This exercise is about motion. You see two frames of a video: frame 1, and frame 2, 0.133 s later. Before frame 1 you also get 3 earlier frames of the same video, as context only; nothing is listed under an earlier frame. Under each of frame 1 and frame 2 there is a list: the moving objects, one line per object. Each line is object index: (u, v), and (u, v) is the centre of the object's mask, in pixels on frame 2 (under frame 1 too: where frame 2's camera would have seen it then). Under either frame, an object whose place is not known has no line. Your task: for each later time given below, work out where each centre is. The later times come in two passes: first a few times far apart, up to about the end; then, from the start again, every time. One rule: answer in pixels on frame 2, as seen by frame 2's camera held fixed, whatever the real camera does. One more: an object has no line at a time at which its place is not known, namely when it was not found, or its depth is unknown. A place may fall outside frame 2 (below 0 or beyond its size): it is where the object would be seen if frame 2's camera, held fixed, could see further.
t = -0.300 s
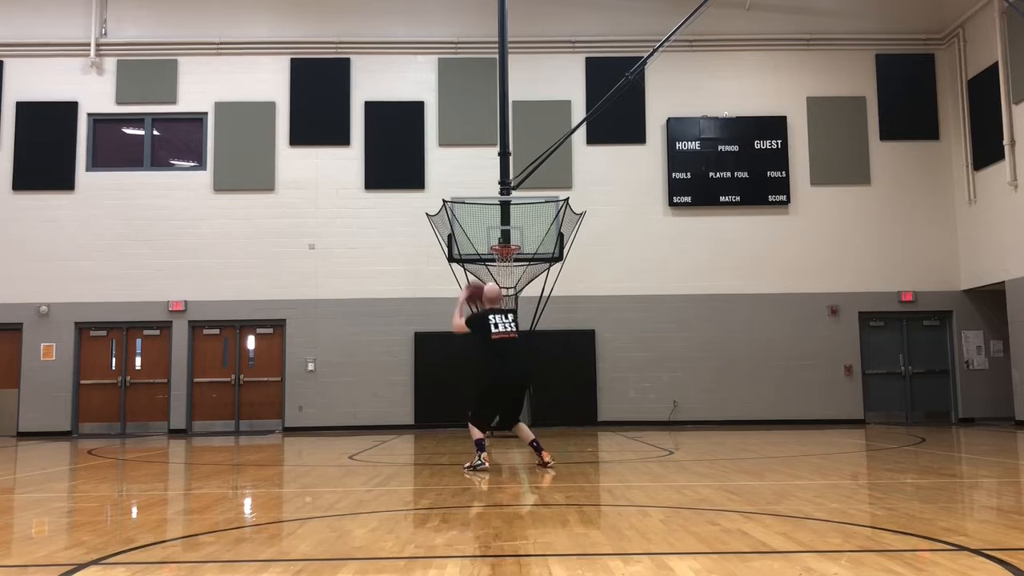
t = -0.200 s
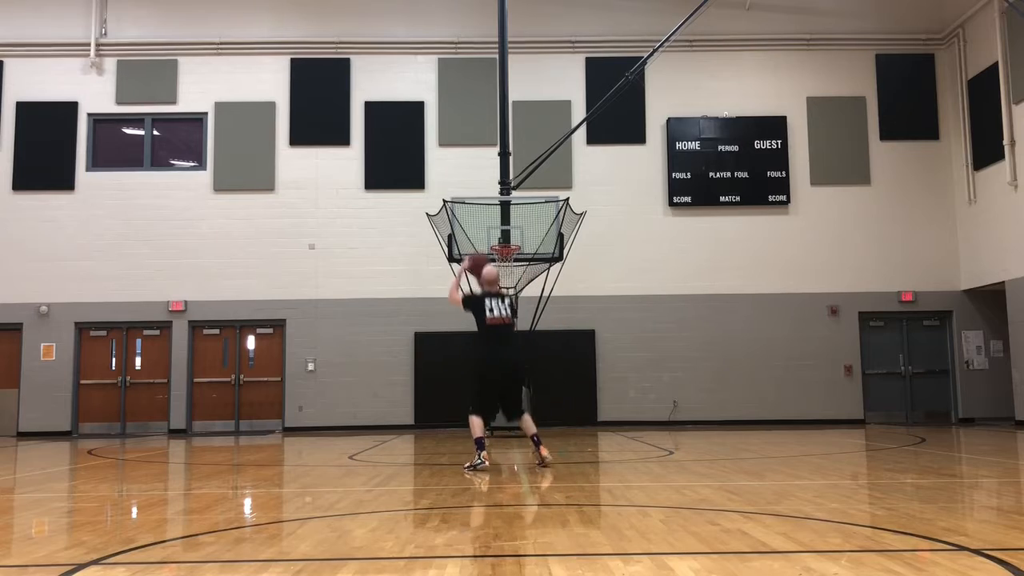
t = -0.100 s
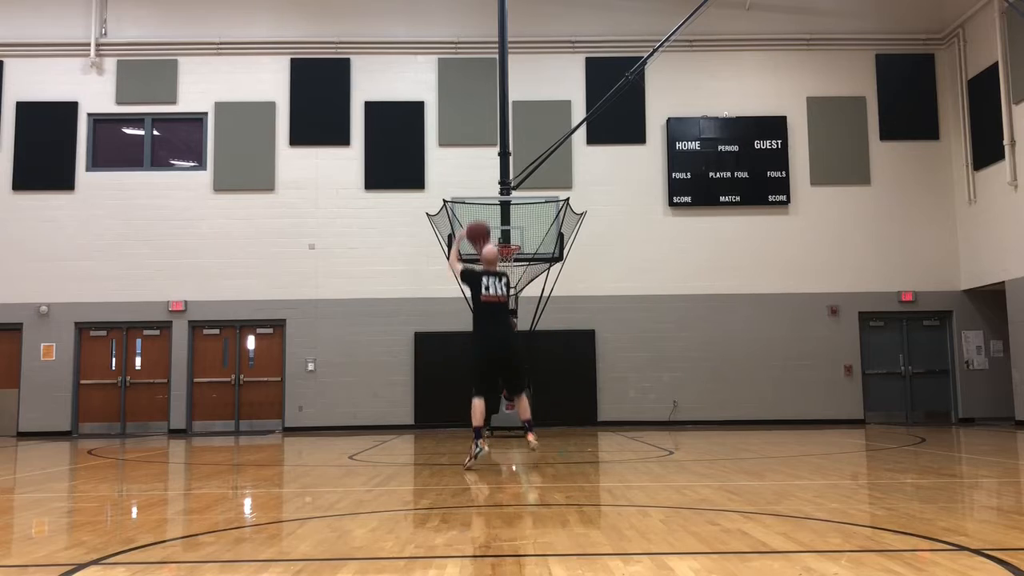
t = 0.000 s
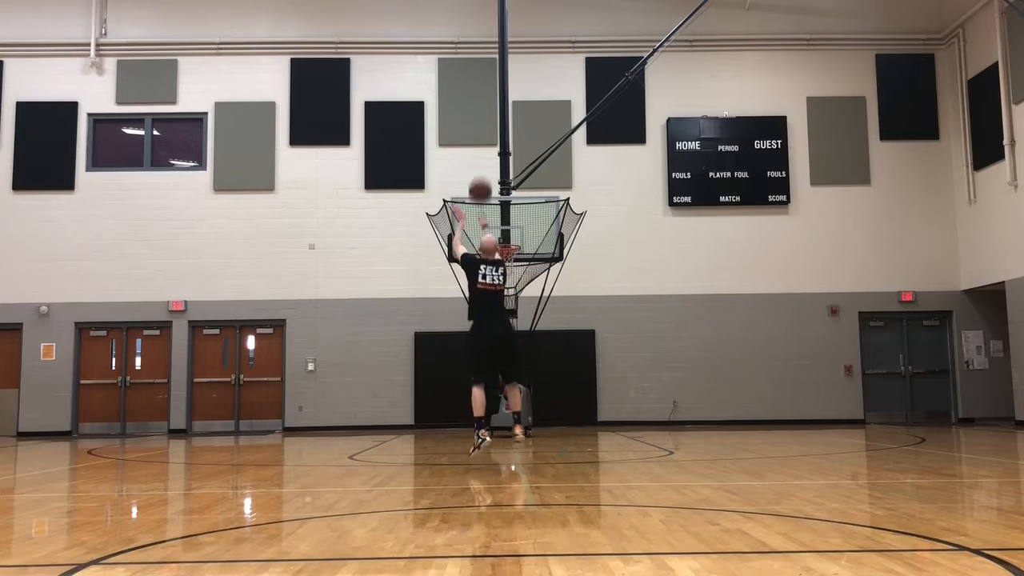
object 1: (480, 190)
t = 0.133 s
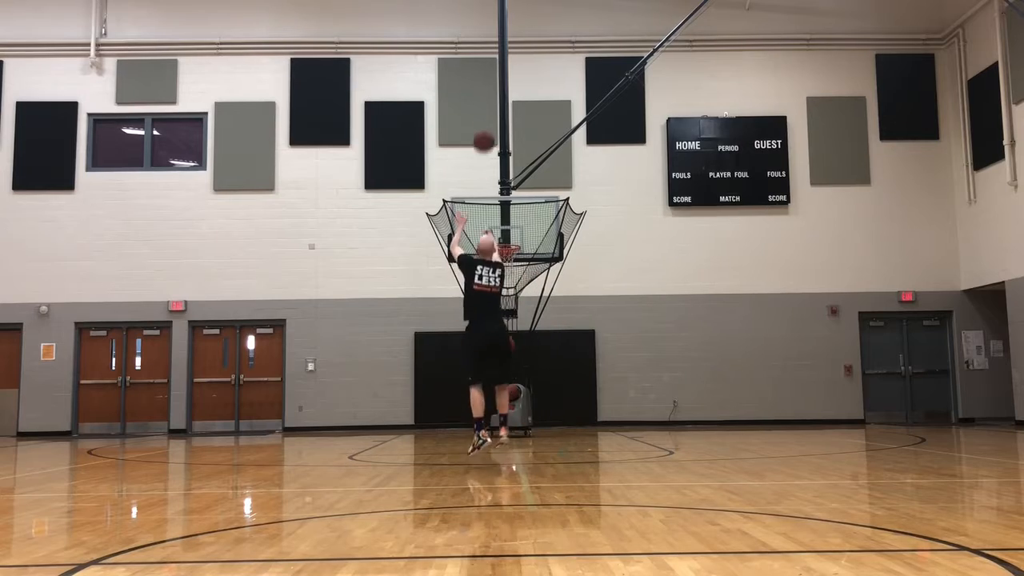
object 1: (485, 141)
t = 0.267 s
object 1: (487, 113)
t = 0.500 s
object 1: (492, 100)
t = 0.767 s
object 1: (498, 132)
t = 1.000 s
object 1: (504, 189)
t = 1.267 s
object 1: (509, 270)
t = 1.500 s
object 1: (503, 304)
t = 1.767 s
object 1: (509, 296)
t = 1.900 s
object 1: (504, 303)
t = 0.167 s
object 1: (484, 133)
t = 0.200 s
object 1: (485, 125)
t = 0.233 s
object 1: (486, 118)
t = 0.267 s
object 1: (487, 113)
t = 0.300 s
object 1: (487, 108)
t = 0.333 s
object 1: (488, 105)
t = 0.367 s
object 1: (489, 102)
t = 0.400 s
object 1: (490, 100)
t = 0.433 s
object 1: (491, 99)
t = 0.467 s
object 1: (491, 99)
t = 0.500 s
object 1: (492, 100)
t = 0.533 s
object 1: (493, 102)
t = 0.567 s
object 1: (494, 104)
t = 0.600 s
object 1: (495, 107)
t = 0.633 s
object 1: (496, 111)
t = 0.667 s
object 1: (497, 115)
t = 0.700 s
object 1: (497, 120)
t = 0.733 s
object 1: (498, 126)
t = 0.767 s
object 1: (498, 132)
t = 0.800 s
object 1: (499, 139)
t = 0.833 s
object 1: (499, 146)
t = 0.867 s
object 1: (501, 154)
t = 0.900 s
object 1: (501, 162)
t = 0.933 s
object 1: (503, 171)
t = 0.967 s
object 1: (504, 180)
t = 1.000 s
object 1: (504, 189)
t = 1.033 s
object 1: (505, 199)
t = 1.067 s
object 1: (506, 211)
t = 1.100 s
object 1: (506, 223)
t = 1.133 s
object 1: (507, 235)
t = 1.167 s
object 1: (508, 241)
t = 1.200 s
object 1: (510, 255)
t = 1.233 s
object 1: (509, 265)
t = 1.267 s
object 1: (509, 270)
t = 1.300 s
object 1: (508, 275)
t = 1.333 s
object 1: (507, 282)
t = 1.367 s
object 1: (506, 286)
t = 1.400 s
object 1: (505, 291)
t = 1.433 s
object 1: (504, 295)
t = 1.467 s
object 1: (503, 301)
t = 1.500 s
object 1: (503, 304)
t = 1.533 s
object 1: (504, 304)
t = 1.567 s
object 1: (508, 300)
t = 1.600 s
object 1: (509, 298)
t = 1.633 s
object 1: (510, 297)
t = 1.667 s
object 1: (510, 296)
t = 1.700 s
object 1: (510, 295)
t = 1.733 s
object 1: (509, 295)
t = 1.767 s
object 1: (509, 296)
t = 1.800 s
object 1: (508, 297)
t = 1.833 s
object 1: (507, 299)
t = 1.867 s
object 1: (505, 301)
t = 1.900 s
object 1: (504, 303)
